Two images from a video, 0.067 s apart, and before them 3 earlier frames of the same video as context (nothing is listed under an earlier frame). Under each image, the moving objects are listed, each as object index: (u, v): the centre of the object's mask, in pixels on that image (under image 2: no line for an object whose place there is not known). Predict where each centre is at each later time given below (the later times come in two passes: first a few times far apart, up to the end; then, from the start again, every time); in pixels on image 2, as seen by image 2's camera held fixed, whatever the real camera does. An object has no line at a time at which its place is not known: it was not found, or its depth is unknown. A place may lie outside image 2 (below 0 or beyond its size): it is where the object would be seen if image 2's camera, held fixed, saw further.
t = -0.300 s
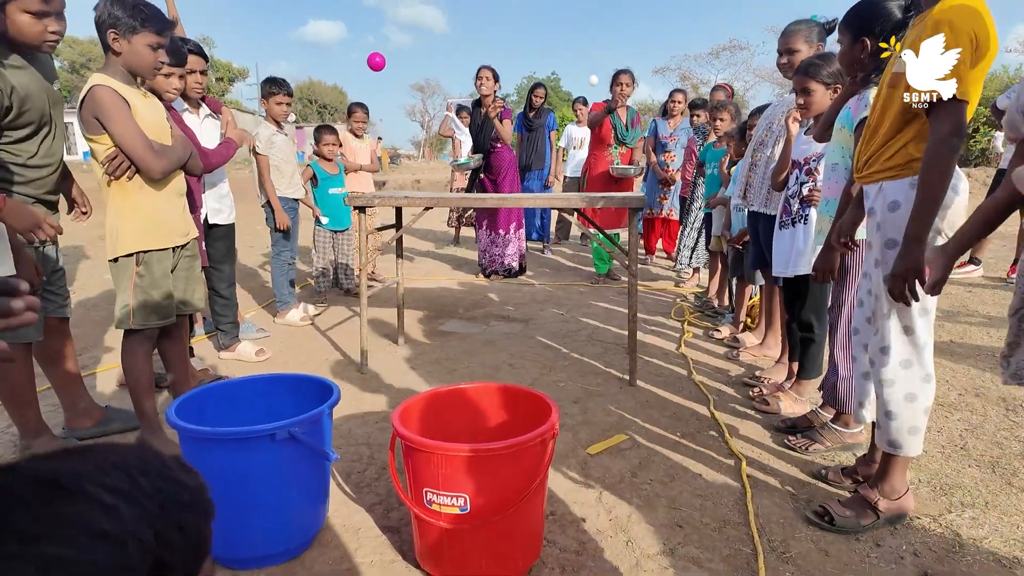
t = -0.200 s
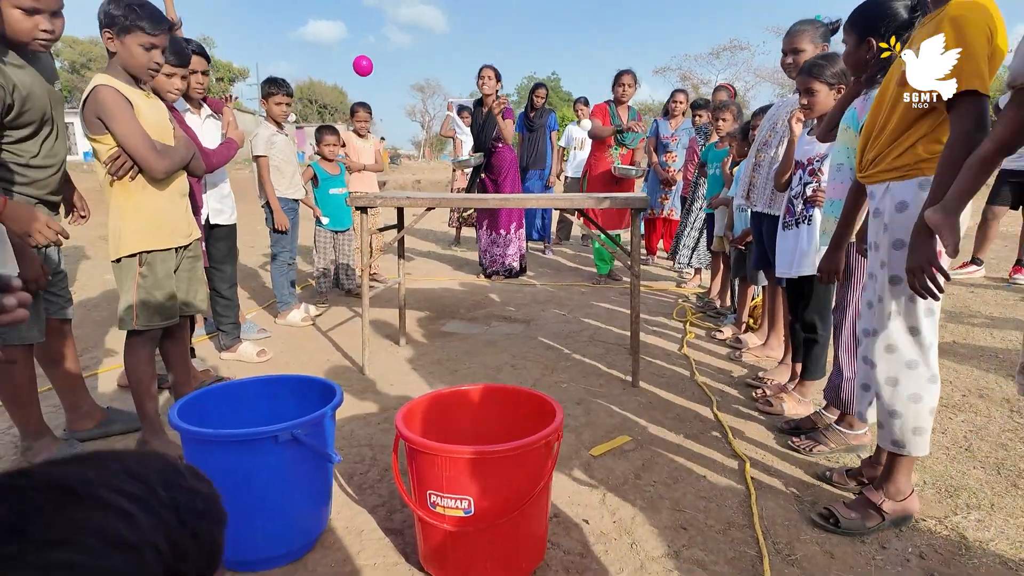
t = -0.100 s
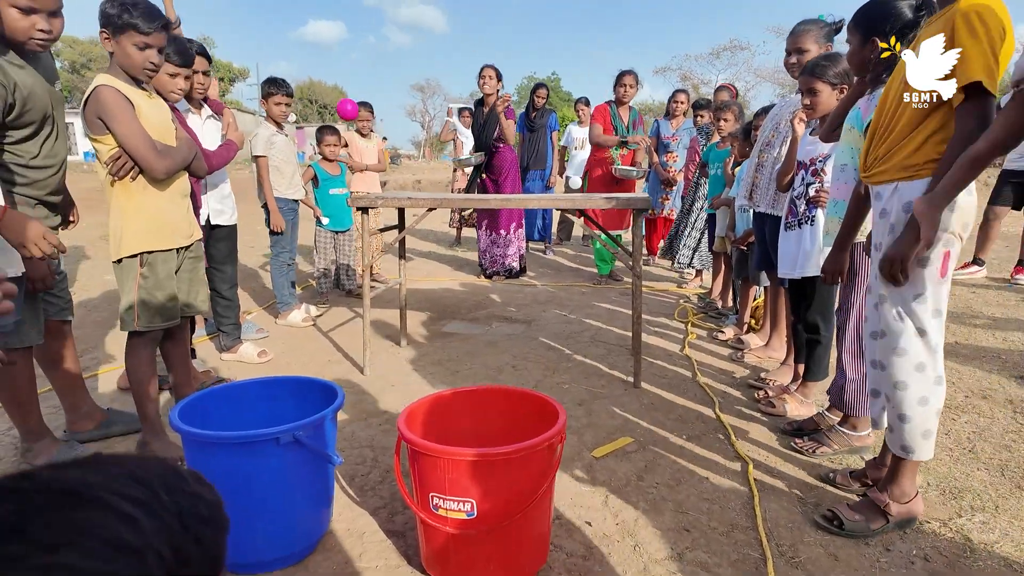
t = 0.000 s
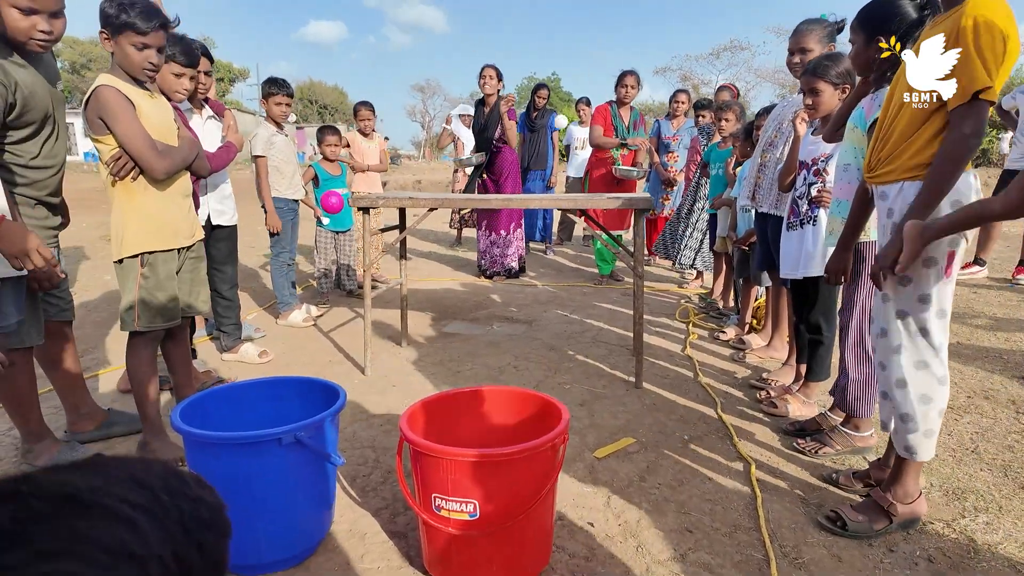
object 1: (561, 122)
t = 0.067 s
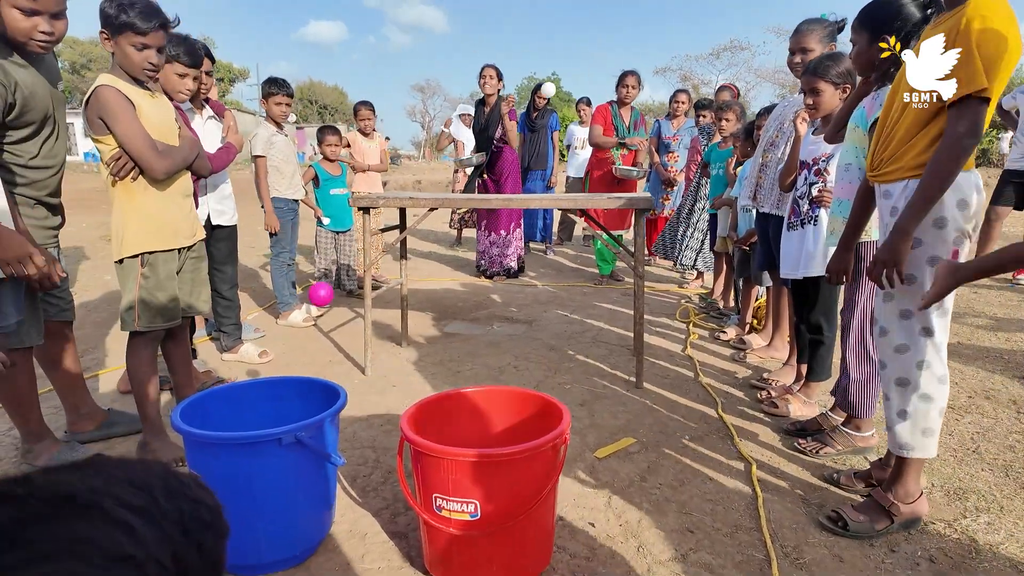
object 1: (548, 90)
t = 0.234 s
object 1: (507, 56)
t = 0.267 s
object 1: (498, 60)
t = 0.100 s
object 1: (542, 77)
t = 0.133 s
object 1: (534, 67)
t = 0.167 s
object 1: (525, 61)
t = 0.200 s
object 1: (517, 57)
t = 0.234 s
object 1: (507, 56)
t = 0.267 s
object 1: (498, 60)
